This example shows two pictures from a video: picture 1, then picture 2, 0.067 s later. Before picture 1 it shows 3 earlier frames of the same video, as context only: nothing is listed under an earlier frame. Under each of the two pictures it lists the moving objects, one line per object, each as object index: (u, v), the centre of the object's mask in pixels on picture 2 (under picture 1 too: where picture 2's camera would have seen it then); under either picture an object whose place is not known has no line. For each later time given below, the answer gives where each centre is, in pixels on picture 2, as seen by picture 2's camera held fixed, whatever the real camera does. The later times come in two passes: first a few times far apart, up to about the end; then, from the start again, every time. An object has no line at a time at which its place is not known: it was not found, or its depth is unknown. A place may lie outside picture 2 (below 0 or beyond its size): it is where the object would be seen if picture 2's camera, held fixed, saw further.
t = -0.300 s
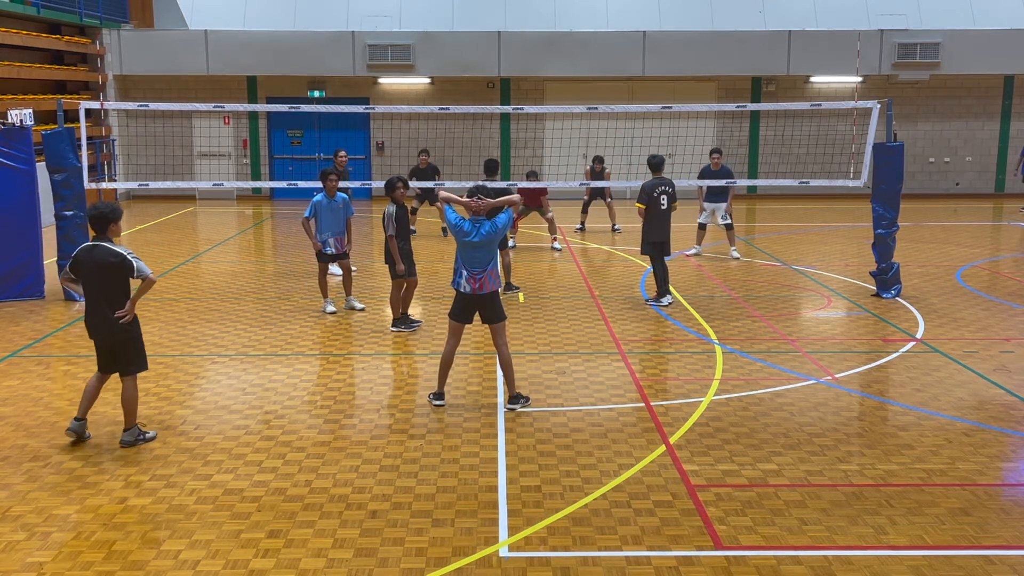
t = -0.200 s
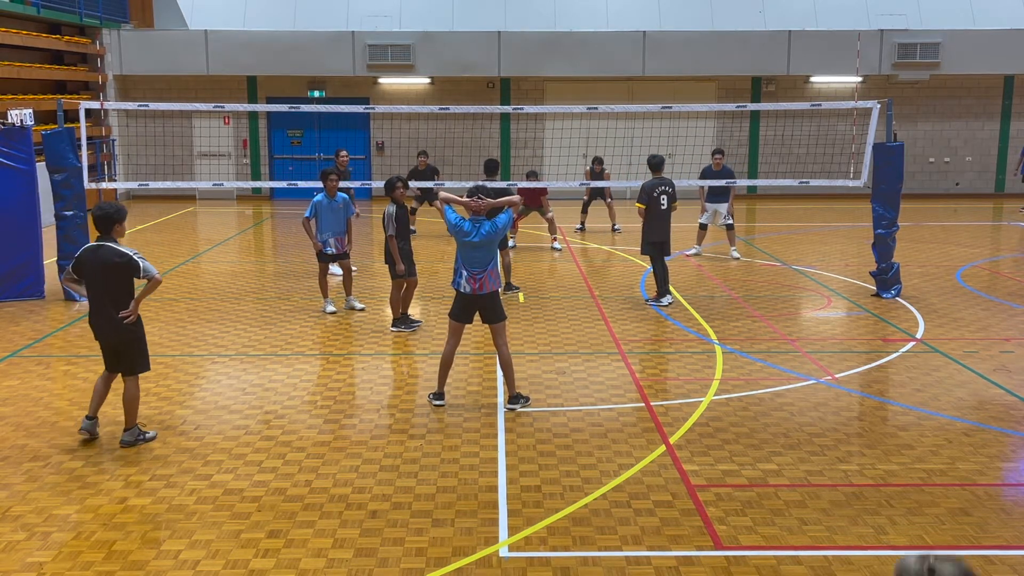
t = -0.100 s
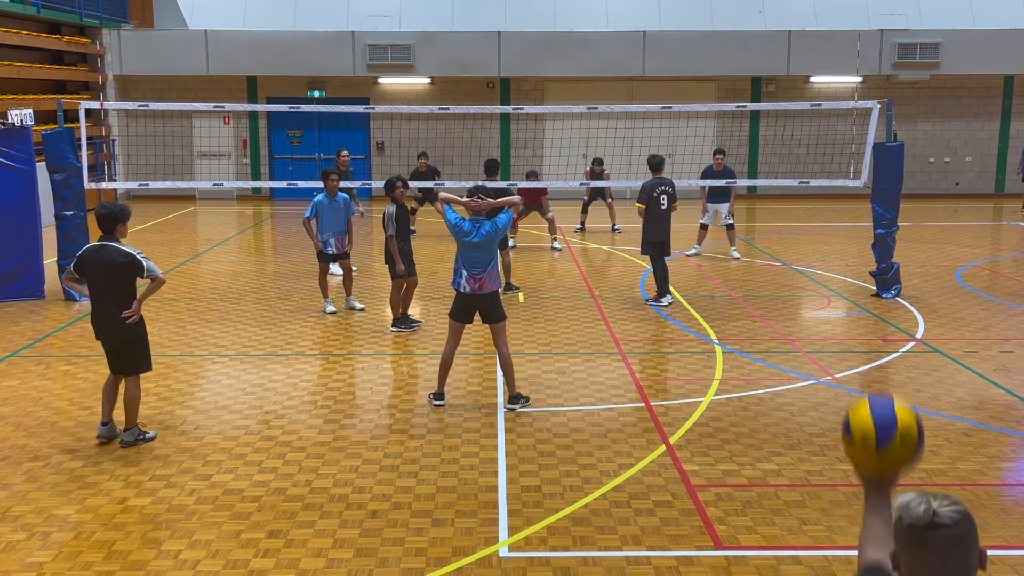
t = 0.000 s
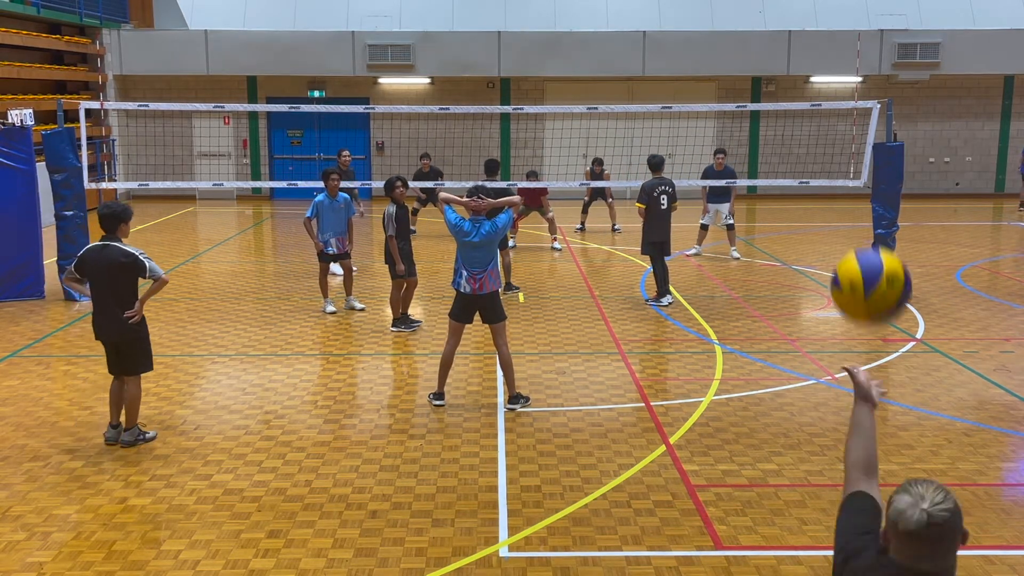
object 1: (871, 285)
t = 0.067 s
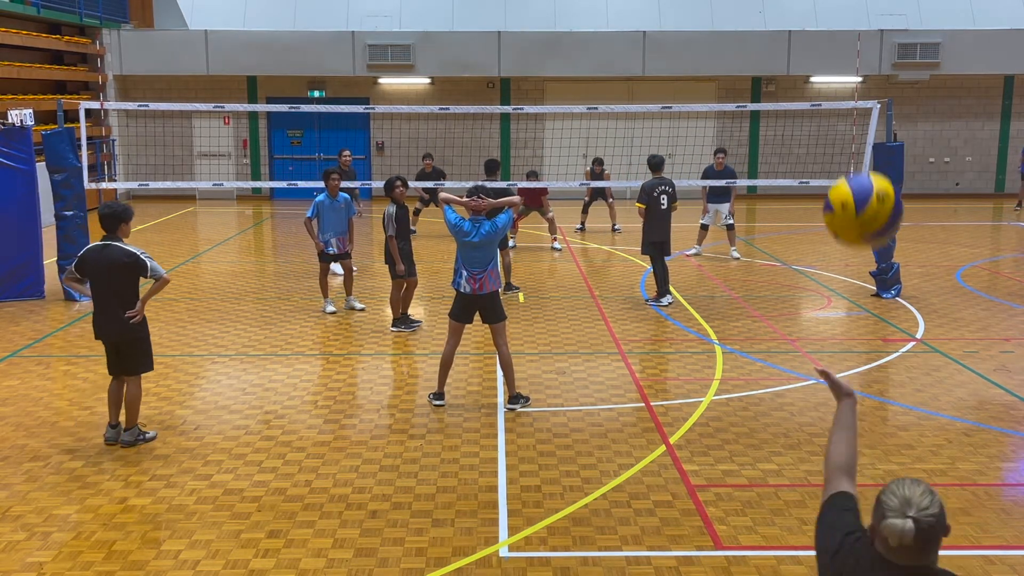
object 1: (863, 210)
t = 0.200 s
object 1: (845, 110)
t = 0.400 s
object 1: (817, 84)
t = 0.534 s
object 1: (796, 135)
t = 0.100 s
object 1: (859, 178)
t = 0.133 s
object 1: (855, 152)
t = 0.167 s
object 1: (850, 129)
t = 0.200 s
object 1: (845, 110)
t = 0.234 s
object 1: (841, 97)
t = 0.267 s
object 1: (836, 86)
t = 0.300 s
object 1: (831, 80)
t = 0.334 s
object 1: (826, 78)
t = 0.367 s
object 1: (822, 79)
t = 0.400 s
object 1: (817, 84)
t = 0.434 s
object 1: (811, 91)
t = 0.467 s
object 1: (806, 103)
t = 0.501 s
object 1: (801, 117)
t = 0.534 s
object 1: (796, 135)
